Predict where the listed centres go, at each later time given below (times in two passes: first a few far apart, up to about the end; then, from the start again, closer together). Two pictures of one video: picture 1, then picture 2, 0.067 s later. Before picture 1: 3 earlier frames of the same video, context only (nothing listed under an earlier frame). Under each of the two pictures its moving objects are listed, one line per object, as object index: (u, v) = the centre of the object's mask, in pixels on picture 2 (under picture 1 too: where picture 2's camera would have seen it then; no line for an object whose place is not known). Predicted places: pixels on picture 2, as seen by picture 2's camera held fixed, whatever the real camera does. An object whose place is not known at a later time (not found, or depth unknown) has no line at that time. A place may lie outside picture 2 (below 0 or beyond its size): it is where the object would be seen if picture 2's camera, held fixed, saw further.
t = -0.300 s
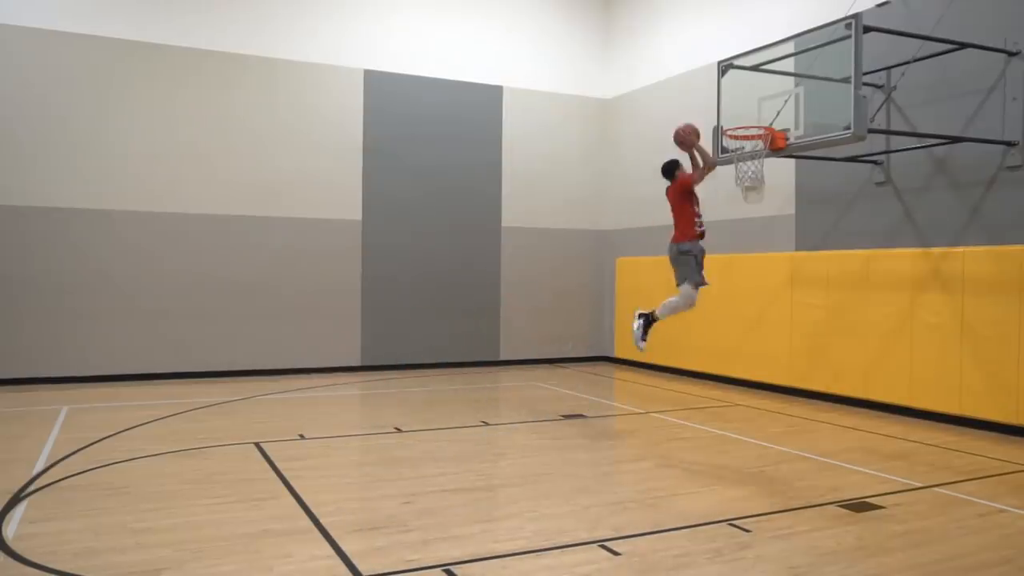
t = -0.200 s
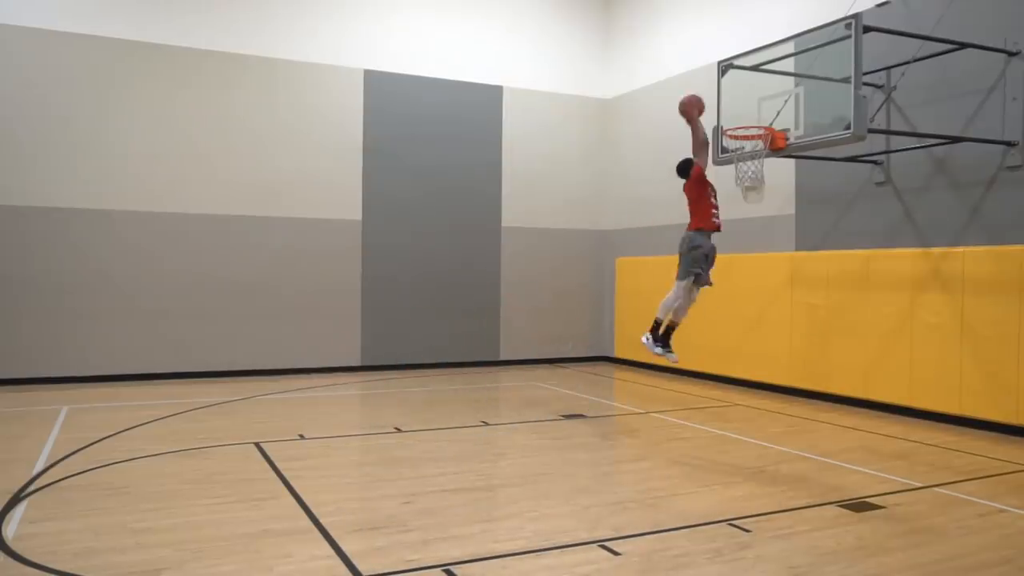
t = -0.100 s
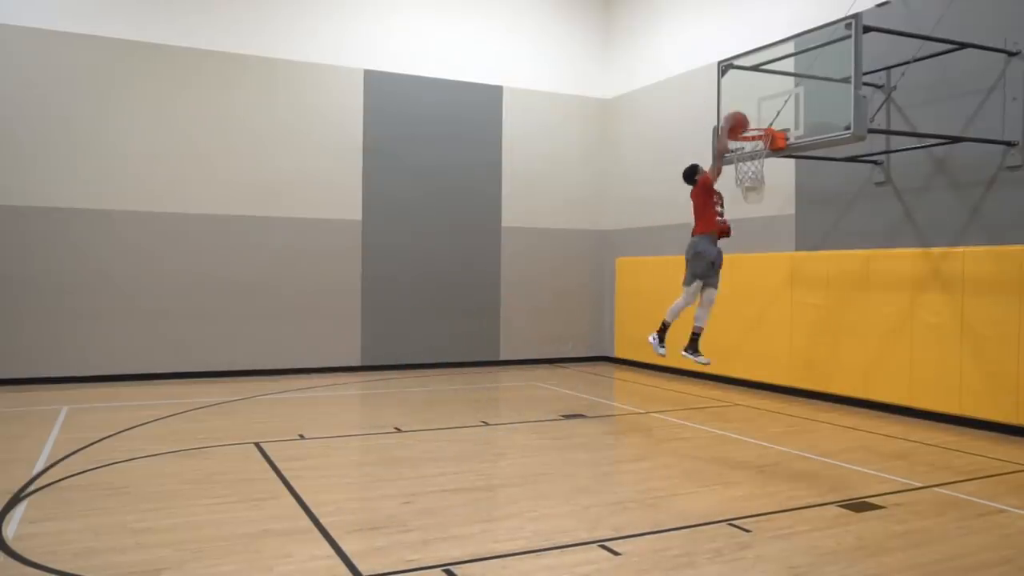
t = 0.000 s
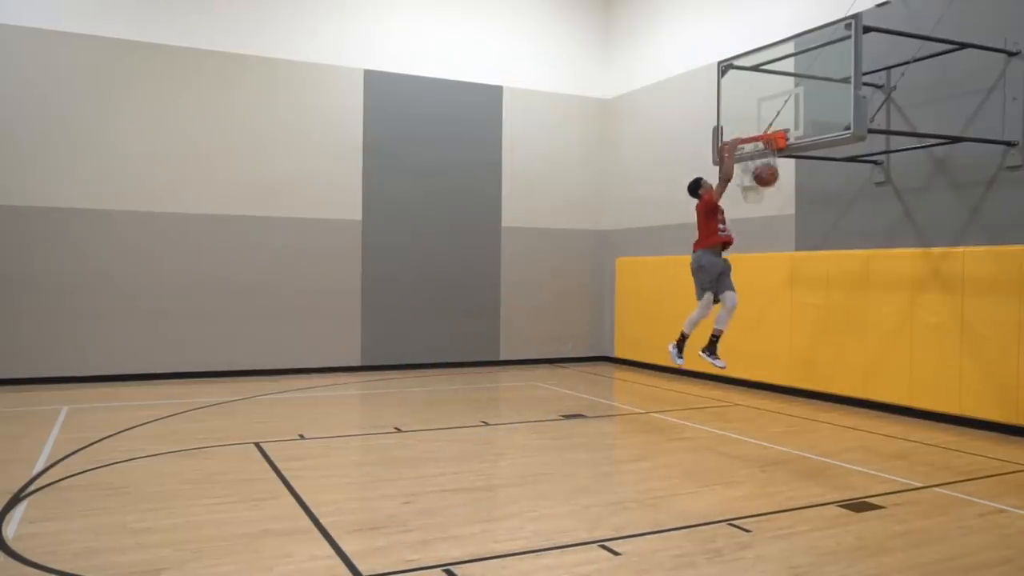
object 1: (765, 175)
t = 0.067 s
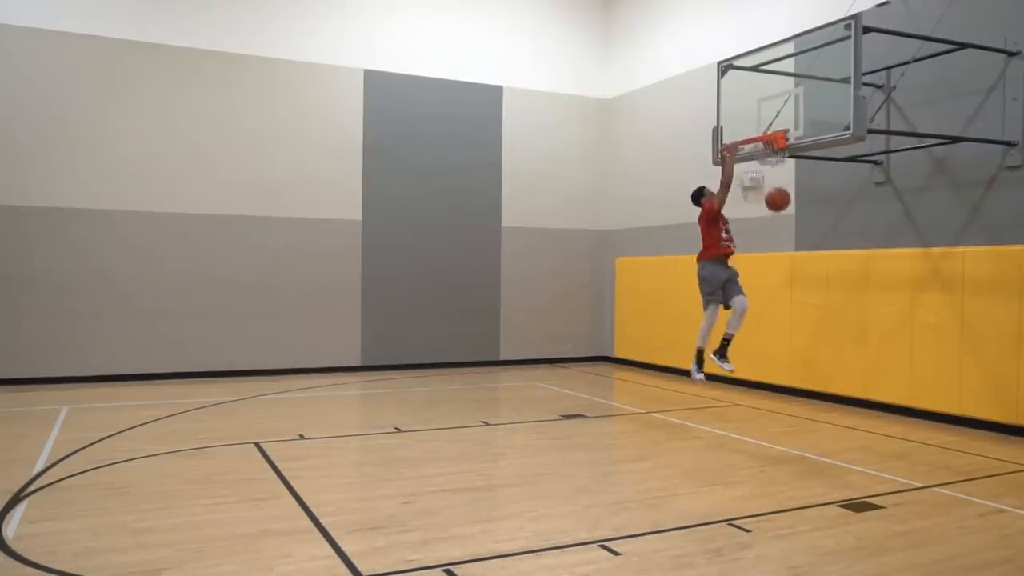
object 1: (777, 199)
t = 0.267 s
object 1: (810, 296)
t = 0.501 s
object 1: (841, 404)
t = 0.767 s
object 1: (865, 304)
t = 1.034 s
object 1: (888, 270)
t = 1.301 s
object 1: (910, 304)
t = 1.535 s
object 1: (928, 392)
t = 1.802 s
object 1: (952, 371)
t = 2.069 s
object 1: (977, 348)
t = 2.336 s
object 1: (1000, 397)
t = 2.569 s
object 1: (1016, 401)
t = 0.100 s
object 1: (783, 213)
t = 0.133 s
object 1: (788, 228)
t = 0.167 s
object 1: (794, 243)
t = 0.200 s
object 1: (799, 261)
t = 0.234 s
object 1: (804, 278)
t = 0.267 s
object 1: (810, 296)
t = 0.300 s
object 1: (815, 315)
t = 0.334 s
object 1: (820, 335)
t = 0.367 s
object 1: (825, 356)
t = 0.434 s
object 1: (834, 399)
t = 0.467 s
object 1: (839, 420)
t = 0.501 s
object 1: (841, 404)
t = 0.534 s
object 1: (844, 388)
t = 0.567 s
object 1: (848, 373)
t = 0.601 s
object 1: (850, 360)
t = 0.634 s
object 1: (854, 346)
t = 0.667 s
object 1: (856, 334)
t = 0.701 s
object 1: (859, 323)
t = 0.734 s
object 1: (862, 313)
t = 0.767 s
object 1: (865, 304)
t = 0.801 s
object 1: (868, 297)
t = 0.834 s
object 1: (871, 289)
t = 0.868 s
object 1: (874, 283)
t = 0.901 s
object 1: (877, 279)
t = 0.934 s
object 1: (880, 275)
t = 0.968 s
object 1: (882, 272)
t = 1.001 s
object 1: (885, 271)
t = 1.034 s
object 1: (888, 270)
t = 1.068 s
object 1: (891, 270)
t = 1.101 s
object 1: (894, 272)
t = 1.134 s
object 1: (897, 275)
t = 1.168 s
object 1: (899, 278)
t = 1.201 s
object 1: (902, 283)
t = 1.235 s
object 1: (905, 289)
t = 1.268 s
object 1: (907, 296)
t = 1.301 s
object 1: (910, 304)
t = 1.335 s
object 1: (913, 313)
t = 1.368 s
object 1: (916, 323)
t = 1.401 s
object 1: (918, 335)
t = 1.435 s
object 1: (921, 347)
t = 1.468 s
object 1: (923, 361)
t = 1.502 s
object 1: (926, 376)
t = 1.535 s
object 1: (928, 392)
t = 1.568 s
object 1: (931, 409)
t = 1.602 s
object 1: (933, 426)
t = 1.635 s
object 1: (936, 421)
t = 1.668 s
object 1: (939, 410)
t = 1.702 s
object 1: (943, 398)
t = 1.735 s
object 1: (946, 388)
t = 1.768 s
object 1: (948, 380)
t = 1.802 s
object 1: (952, 371)
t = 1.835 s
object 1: (956, 365)
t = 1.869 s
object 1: (959, 359)
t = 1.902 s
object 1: (962, 355)
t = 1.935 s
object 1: (965, 351)
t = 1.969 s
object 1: (968, 349)
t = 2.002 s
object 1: (971, 348)
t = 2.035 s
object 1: (974, 348)
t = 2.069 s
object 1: (977, 348)
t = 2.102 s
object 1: (980, 351)
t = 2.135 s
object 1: (983, 354)
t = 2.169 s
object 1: (986, 358)
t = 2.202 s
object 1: (988, 363)
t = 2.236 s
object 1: (992, 370)
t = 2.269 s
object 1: (995, 378)
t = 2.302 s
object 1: (998, 386)
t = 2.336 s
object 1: (1000, 397)
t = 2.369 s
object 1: (1003, 408)
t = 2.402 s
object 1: (1006, 421)
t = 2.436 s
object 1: (1007, 434)
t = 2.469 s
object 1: (1011, 426)
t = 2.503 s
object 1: (1012, 417)
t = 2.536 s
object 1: (1014, 408)
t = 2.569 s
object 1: (1016, 401)
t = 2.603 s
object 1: (1017, 395)
